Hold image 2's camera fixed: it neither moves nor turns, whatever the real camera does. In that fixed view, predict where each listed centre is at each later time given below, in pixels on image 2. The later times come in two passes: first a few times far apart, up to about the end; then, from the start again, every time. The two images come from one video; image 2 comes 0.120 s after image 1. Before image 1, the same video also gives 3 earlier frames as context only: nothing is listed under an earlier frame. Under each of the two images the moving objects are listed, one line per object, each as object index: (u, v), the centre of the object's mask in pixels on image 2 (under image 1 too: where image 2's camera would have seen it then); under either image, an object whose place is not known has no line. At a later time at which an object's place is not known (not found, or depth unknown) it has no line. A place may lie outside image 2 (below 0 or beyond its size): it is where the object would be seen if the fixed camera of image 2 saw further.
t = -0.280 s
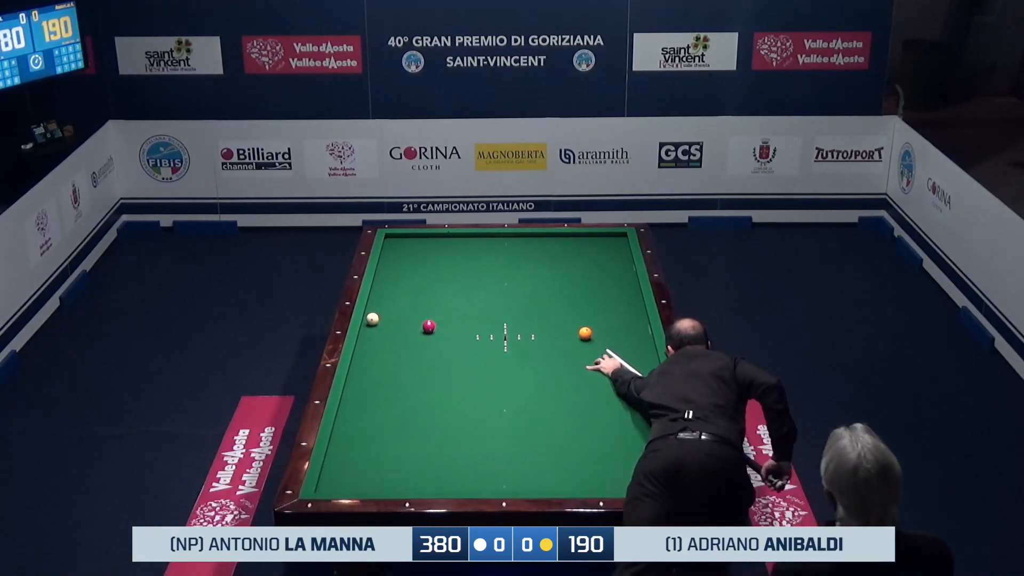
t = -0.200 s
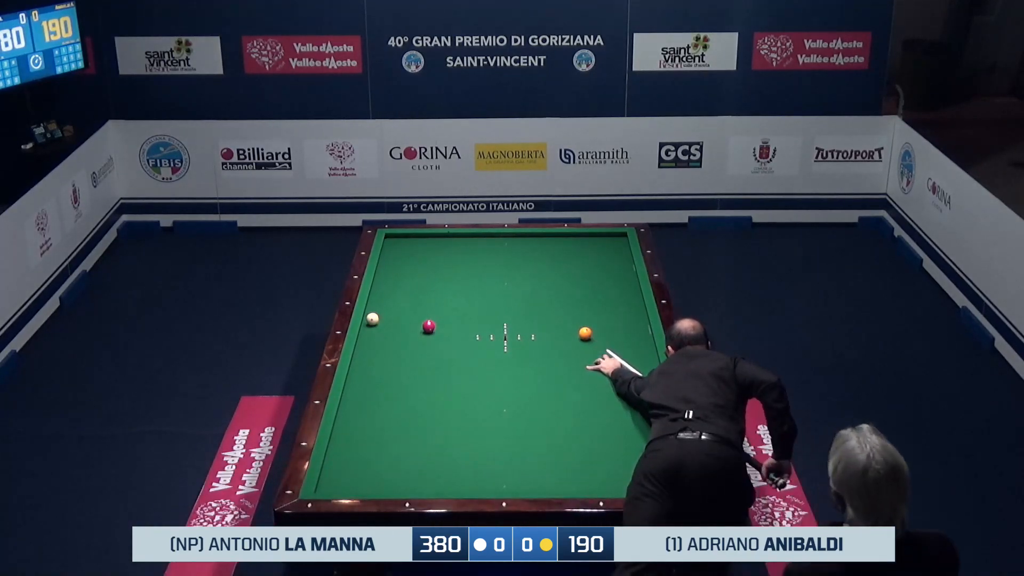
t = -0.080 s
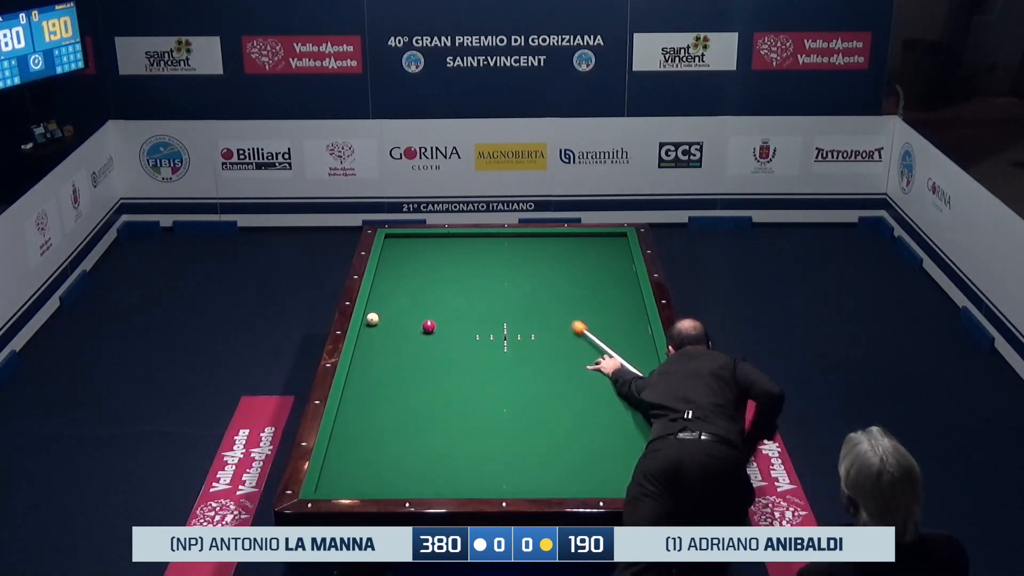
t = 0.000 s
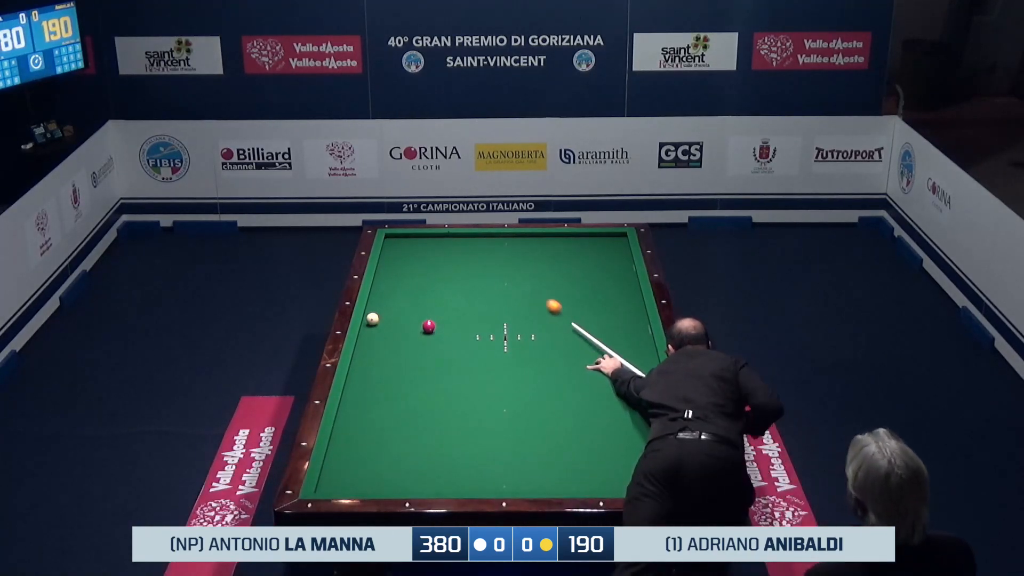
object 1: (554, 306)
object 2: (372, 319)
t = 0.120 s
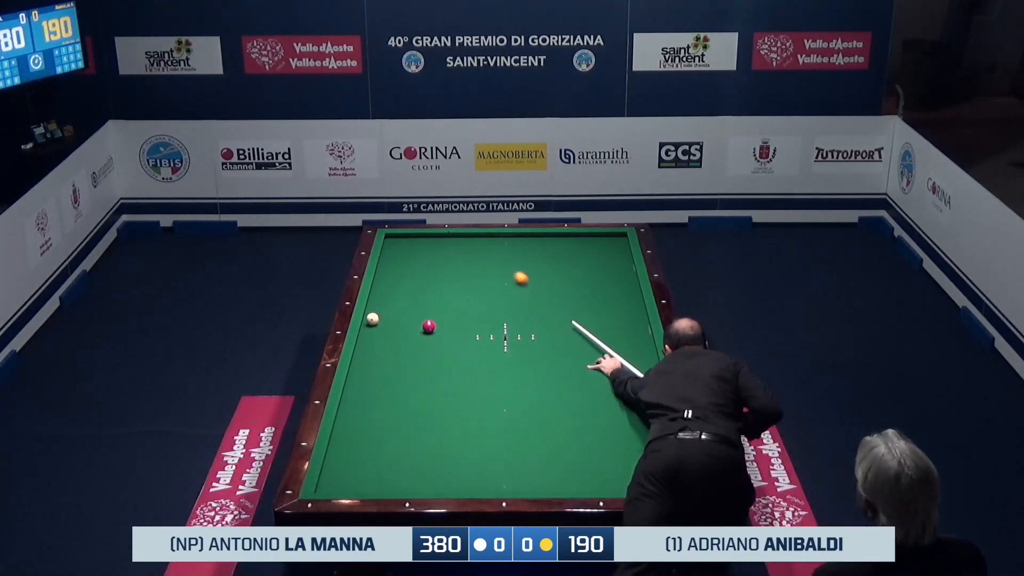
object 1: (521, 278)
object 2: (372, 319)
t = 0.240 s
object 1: (493, 255)
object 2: (372, 319)
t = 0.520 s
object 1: (447, 259)
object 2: (372, 319)
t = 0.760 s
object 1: (409, 293)
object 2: (372, 319)
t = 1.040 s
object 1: (388, 319)
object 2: (380, 327)
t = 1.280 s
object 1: (391, 331)
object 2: (411, 339)
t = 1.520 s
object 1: (393, 344)
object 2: (440, 349)
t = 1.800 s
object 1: (395, 360)
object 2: (474, 362)
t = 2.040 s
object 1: (397, 373)
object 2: (504, 374)
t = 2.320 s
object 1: (399, 390)
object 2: (541, 388)
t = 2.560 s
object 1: (401, 405)
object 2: (573, 400)
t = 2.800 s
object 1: (403, 420)
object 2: (606, 413)
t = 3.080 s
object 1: (406, 438)
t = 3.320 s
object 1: (409, 454)
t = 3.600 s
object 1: (412, 473)
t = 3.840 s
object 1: (415, 487)
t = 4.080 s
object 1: (427, 482)
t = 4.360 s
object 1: (442, 473)
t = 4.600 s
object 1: (454, 465)
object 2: (588, 480)
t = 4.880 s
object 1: (468, 456)
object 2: (578, 485)
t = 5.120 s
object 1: (479, 448)
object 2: (569, 483)
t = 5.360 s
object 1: (489, 442)
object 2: (559, 480)
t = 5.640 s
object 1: (500, 434)
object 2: (549, 475)
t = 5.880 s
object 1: (508, 428)
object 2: (540, 472)
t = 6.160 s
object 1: (518, 421)
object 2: (530, 469)
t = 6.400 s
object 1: (526, 416)
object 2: (523, 465)
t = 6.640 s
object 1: (533, 411)
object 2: (516, 463)
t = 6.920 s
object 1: (541, 405)
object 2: (508, 460)
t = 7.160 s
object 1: (547, 401)
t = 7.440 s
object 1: (554, 396)
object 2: (496, 455)
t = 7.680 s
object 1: (556, 390)
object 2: (492, 453)
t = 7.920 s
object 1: (563, 384)
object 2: (487, 452)
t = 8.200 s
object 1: (570, 385)
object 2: (483, 450)
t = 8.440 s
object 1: (574, 382)
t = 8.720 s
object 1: (579, 379)
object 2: (477, 447)
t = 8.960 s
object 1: (582, 376)
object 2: (474, 446)
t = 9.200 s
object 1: (585, 374)
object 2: (472, 446)
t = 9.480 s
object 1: (588, 371)
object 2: (471, 446)
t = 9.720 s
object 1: (591, 369)
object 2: (470, 445)
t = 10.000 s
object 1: (593, 367)
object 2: (470, 445)
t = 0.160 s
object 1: (511, 270)
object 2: (372, 319)
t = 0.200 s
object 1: (502, 262)
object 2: (372, 319)
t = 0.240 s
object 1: (493, 255)
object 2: (372, 319)
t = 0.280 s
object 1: (484, 247)
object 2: (372, 319)
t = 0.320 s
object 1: (476, 240)
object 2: (372, 319)
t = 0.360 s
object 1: (468, 235)
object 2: (372, 319)
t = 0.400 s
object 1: (463, 241)
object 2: (372, 319)
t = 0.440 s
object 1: (458, 247)
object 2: (372, 319)
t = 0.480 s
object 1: (452, 253)
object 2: (372, 319)
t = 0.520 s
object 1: (447, 259)
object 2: (372, 319)
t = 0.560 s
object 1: (441, 265)
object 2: (372, 319)
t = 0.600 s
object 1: (435, 271)
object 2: (372, 319)
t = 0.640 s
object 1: (429, 276)
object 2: (372, 319)
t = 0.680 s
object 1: (423, 282)
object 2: (372, 319)
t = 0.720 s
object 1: (416, 288)
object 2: (372, 319)
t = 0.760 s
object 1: (409, 293)
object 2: (372, 319)
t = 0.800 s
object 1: (403, 299)
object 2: (372, 319)
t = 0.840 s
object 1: (396, 305)
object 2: (372, 319)
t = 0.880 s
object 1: (389, 310)
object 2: (372, 319)
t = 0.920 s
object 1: (383, 314)
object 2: (372, 319)
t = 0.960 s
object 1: (383, 317)
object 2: (368, 322)
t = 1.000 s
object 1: (386, 318)
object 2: (374, 325)
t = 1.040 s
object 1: (388, 319)
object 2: (380, 327)
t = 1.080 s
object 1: (389, 319)
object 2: (386, 329)
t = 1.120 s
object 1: (390, 321)
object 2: (391, 331)
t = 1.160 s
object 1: (390, 324)
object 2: (396, 333)
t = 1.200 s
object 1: (390, 327)
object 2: (401, 335)
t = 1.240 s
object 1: (391, 329)
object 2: (406, 337)
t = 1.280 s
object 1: (391, 331)
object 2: (411, 339)
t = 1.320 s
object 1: (391, 333)
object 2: (415, 340)
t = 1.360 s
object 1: (392, 335)
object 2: (420, 342)
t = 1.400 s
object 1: (392, 337)
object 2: (425, 344)
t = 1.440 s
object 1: (392, 340)
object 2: (430, 346)
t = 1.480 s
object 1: (392, 342)
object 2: (435, 348)
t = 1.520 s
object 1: (393, 344)
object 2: (440, 349)
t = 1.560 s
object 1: (393, 346)
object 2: (444, 351)
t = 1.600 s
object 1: (393, 348)
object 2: (449, 353)
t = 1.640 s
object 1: (394, 351)
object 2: (454, 355)
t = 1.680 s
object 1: (394, 353)
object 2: (459, 357)
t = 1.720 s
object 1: (394, 355)
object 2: (464, 359)
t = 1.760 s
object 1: (395, 357)
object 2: (469, 361)
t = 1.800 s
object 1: (395, 360)
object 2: (474, 362)
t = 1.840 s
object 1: (395, 362)
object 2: (479, 364)
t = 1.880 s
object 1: (396, 364)
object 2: (484, 366)
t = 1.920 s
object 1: (396, 366)
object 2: (489, 368)
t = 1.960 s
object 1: (396, 369)
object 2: (494, 370)
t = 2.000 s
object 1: (396, 371)
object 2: (499, 372)
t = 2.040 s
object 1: (397, 373)
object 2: (504, 374)
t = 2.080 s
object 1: (397, 376)
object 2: (510, 376)
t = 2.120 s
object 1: (398, 378)
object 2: (515, 378)
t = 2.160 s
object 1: (398, 381)
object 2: (520, 380)
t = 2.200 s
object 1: (398, 383)
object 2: (525, 382)
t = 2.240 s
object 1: (398, 385)
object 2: (530, 384)
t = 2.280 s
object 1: (399, 387)
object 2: (536, 386)
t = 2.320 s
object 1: (399, 390)
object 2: (541, 388)
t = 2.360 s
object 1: (399, 392)
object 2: (546, 390)
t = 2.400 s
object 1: (400, 395)
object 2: (552, 392)
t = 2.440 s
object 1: (400, 397)
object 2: (557, 394)
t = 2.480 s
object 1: (401, 400)
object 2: (562, 396)
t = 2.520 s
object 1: (401, 402)
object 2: (568, 398)
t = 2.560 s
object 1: (401, 405)
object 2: (573, 400)
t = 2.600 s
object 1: (402, 407)
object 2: (578, 402)
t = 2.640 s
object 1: (402, 410)
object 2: (584, 404)
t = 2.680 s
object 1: (402, 412)
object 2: (589, 406)
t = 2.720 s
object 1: (403, 415)
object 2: (595, 408)
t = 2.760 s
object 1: (403, 417)
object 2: (600, 410)
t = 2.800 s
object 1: (403, 420)
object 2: (606, 413)
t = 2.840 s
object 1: (404, 422)
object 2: (611, 414)
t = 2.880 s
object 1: (404, 425)
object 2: (613, 416)
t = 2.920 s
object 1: (405, 427)
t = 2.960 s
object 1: (405, 430)
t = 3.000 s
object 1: (405, 433)
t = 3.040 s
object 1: (406, 435)
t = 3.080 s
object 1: (406, 438)
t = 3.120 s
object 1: (407, 440)
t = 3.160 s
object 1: (407, 443)
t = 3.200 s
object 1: (407, 446)
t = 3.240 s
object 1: (408, 449)
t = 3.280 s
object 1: (408, 451)
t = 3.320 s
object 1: (409, 454)
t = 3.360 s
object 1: (409, 456)
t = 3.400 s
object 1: (410, 459)
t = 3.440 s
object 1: (410, 462)
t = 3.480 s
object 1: (410, 465)
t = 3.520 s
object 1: (411, 467)
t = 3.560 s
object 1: (411, 470)
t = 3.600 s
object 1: (412, 473)
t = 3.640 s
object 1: (412, 476)
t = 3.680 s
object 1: (412, 479)
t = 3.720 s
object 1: (413, 481)
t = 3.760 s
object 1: (414, 483)
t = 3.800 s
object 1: (414, 485)
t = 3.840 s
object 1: (415, 487)
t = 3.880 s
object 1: (416, 487)
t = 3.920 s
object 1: (418, 486)
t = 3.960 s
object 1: (421, 485)
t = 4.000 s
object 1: (423, 484)
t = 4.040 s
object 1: (425, 483)
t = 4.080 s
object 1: (427, 482)
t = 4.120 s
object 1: (429, 481)
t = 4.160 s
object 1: (432, 480)
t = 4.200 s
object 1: (434, 478)
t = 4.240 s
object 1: (436, 477)
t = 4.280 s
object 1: (438, 475)
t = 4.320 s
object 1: (440, 474)
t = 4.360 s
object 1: (442, 473)
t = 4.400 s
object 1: (444, 471)
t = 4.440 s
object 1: (446, 470)
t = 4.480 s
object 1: (448, 468)
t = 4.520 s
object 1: (450, 467)
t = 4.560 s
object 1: (452, 466)
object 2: (590, 480)
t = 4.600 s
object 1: (454, 465)
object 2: (588, 480)
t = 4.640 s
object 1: (456, 463)
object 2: (587, 481)
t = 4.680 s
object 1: (459, 462)
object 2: (585, 483)
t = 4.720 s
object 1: (460, 461)
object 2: (584, 484)
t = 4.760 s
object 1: (462, 459)
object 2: (582, 485)
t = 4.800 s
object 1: (464, 458)
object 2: (580, 486)
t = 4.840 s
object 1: (466, 457)
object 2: (579, 486)
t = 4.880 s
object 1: (468, 456)
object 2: (578, 485)
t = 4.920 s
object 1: (470, 454)
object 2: (576, 485)
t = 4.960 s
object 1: (471, 453)
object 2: (574, 485)
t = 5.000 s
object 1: (473, 452)
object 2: (573, 484)
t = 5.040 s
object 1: (475, 451)
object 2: (572, 484)
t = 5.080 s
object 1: (477, 450)
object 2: (570, 484)
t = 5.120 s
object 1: (479, 448)
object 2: (569, 483)
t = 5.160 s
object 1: (480, 447)
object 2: (567, 483)
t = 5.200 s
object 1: (482, 446)
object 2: (565, 483)
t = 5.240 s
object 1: (484, 445)
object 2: (564, 482)
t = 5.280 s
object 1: (485, 444)
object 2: (563, 482)
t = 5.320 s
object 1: (487, 443)
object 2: (561, 481)
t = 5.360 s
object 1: (489, 442)
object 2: (559, 480)
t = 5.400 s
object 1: (490, 441)
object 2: (557, 479)
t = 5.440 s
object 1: (492, 439)
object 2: (556, 479)
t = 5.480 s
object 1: (494, 438)
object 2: (554, 478)
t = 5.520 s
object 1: (495, 437)
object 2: (553, 478)
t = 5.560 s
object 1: (497, 436)
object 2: (552, 477)
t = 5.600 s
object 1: (498, 435)
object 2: (550, 476)
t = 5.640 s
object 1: (500, 434)
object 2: (549, 475)
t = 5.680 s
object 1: (501, 433)
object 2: (547, 475)
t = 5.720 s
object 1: (502, 432)
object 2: (545, 474)
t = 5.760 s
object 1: (504, 431)
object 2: (544, 473)
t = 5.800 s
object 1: (506, 430)
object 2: (543, 473)
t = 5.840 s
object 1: (507, 429)
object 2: (541, 472)
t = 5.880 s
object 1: (508, 428)
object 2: (540, 472)
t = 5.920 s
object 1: (510, 427)
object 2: (538, 471)
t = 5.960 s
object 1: (511, 426)
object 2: (537, 471)
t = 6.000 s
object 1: (512, 425)
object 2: (536, 470)
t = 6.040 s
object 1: (514, 424)
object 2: (534, 470)
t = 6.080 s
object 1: (515, 423)
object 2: (533, 469)
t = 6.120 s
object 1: (517, 422)
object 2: (532, 469)
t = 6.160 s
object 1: (518, 421)
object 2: (530, 469)
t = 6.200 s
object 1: (519, 420)
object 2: (529, 468)
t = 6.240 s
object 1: (521, 419)
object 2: (528, 467)
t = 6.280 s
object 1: (522, 418)
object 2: (527, 467)
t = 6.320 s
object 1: (523, 418)
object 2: (525, 466)
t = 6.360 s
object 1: (524, 417)
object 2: (524, 466)
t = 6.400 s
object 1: (526, 416)
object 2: (523, 465)
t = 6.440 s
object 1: (527, 415)
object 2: (521, 465)
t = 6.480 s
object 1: (528, 414)
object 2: (520, 465)
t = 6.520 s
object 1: (530, 413)
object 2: (519, 464)
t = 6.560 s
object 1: (531, 412)
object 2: (518, 464)
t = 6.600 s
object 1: (532, 412)
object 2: (517, 463)
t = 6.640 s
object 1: (533, 411)
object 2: (516, 463)
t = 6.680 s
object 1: (534, 410)
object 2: (515, 462)
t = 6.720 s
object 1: (536, 409)
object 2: (514, 462)
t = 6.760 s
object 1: (537, 409)
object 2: (513, 462)
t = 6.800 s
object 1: (538, 408)
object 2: (511, 461)
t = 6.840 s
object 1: (539, 407)
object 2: (510, 461)
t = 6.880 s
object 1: (540, 406)
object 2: (509, 460)
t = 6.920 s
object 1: (541, 405)
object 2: (508, 460)
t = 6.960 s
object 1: (542, 405)
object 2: (507, 459)
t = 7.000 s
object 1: (543, 404)
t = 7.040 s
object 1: (544, 403)
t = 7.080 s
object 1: (545, 403)
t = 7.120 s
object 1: (546, 402)
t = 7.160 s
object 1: (547, 401)
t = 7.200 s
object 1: (548, 400)
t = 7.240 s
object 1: (549, 400)
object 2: (504, 454)
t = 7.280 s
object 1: (551, 399)
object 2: (501, 456)
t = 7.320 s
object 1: (552, 398)
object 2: (499, 456)
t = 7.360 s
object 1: (552, 398)
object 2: (498, 456)
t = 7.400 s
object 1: (553, 397)
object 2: (497, 455)
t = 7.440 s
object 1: (554, 396)
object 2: (496, 455)
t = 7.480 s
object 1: (555, 396)
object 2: (496, 455)
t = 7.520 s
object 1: (556, 395)
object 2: (495, 454)
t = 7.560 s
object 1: (556, 394)
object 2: (494, 454)
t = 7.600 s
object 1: (556, 393)
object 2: (493, 454)
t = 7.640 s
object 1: (556, 392)
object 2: (492, 454)
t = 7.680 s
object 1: (556, 390)
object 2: (492, 453)
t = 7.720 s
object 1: (557, 389)
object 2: (491, 453)
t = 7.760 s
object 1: (557, 388)
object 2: (490, 453)
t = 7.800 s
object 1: (558, 387)
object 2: (490, 453)
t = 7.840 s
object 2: (489, 452)
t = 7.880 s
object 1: (561, 384)
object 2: (488, 452)
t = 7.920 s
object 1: (563, 384)
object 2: (487, 452)
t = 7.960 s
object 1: (565, 384)
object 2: (487, 452)
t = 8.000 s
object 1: (566, 385)
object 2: (486, 451)
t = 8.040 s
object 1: (568, 386)
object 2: (485, 451)
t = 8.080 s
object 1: (568, 387)
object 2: (485, 451)
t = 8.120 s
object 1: (569, 386)
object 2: (484, 451)
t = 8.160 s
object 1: (570, 386)
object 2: (484, 450)
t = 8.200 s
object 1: (570, 385)
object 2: (483, 450)
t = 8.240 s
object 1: (571, 384)
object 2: (482, 450)
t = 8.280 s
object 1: (572, 384)
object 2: (482, 450)
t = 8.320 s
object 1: (573, 384)
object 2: (480, 449)
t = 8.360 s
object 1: (573, 383)
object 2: (480, 447)
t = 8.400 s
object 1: (574, 382)
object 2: (476, 445)
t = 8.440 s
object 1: (574, 382)
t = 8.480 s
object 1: (575, 381)
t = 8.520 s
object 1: (576, 381)
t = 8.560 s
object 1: (576, 380)
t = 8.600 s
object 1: (577, 380)
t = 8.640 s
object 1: (578, 379)
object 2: (479, 444)
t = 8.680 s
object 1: (578, 379)
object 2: (478, 446)
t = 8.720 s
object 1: (579, 379)
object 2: (477, 447)
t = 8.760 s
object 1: (579, 378)
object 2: (476, 447)
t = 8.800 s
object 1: (580, 378)
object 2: (476, 447)
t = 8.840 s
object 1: (581, 377)
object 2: (475, 447)
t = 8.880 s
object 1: (581, 377)
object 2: (475, 447)
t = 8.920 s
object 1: (582, 376)
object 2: (475, 447)
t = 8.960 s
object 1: (582, 376)
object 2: (474, 446)
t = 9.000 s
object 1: (583, 375)
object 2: (474, 446)
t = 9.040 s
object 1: (583, 375)
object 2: (474, 446)
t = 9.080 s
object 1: (584, 375)
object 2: (473, 446)
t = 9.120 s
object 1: (584, 374)
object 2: (473, 446)
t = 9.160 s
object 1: (585, 374)
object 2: (473, 446)
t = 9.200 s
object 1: (585, 374)
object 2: (472, 446)
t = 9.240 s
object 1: (586, 373)
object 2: (472, 446)
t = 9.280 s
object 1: (586, 373)
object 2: (472, 446)
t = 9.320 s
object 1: (587, 372)
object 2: (472, 446)
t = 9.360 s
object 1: (587, 372)
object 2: (471, 446)
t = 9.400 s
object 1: (587, 372)
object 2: (471, 446)
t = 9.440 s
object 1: (588, 371)
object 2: (471, 446)
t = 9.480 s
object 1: (588, 371)
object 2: (471, 446)
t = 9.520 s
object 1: (589, 371)
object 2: (471, 445)
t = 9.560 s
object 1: (589, 370)
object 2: (471, 445)
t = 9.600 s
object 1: (590, 370)
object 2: (470, 445)
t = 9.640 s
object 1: (590, 370)
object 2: (470, 445)
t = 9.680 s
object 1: (590, 370)
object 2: (470, 445)
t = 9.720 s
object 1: (591, 369)
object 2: (470, 445)
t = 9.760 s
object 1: (591, 369)
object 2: (470, 445)
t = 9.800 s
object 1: (591, 369)
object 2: (470, 445)
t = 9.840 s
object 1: (592, 368)
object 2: (470, 445)
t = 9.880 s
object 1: (592, 368)
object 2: (470, 445)
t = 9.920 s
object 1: (592, 368)
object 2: (470, 445)
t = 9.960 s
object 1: (593, 368)
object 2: (470, 445)
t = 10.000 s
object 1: (593, 367)
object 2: (470, 445)
